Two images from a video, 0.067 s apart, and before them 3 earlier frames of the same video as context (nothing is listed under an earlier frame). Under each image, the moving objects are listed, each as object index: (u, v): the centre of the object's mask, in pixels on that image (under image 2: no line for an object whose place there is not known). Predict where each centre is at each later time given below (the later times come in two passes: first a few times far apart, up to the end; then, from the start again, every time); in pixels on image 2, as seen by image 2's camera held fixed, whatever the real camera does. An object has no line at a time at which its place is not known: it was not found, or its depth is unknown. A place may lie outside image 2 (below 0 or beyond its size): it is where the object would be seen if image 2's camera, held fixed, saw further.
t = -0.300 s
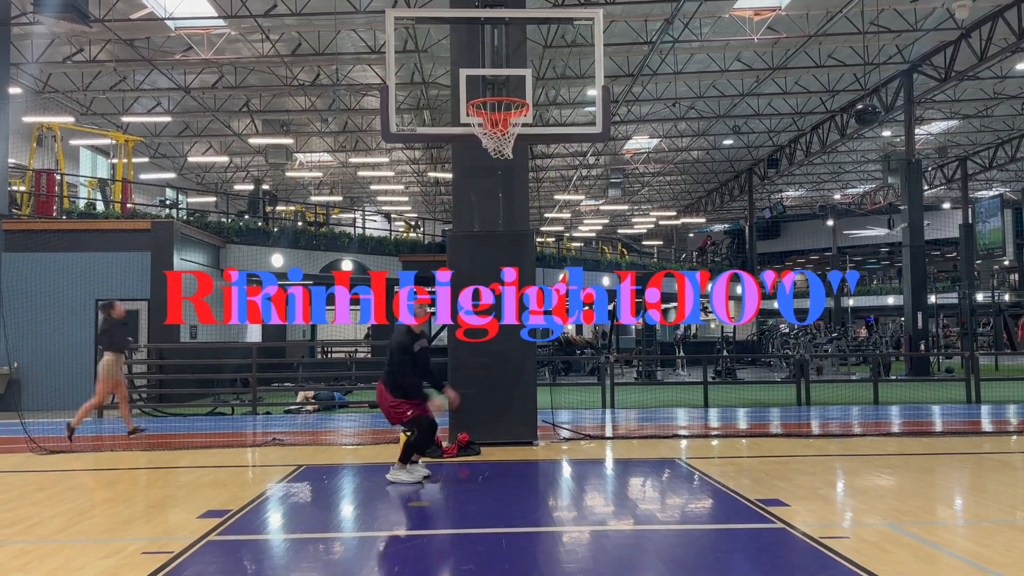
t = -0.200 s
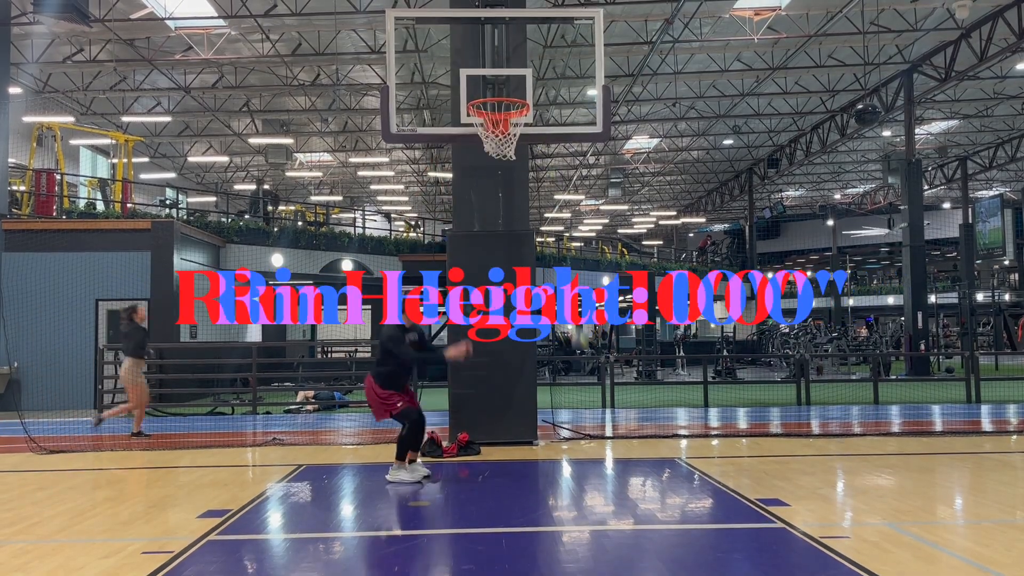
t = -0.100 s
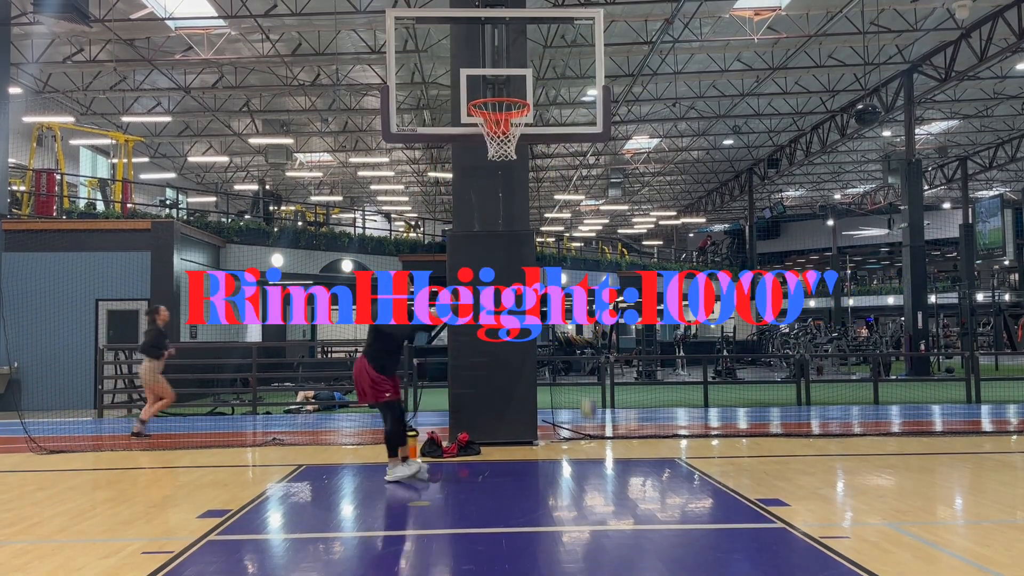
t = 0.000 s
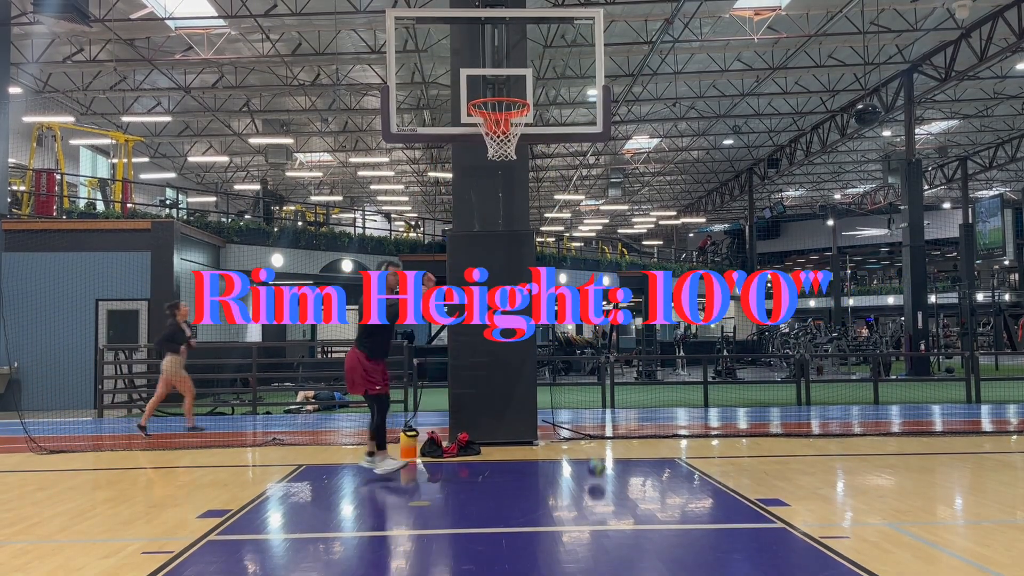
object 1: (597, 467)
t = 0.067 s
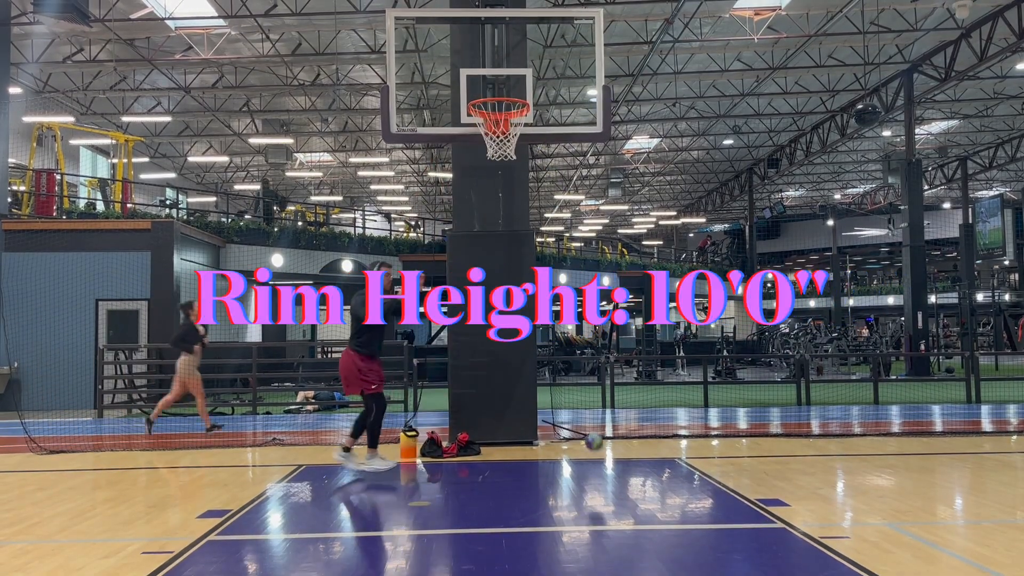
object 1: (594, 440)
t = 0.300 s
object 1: (588, 393)
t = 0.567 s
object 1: (583, 416)
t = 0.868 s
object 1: (583, 447)
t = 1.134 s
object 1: (585, 450)
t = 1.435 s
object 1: (589, 456)
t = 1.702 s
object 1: (593, 464)
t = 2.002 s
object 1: (594, 470)
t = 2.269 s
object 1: (592, 471)
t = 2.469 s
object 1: (590, 472)
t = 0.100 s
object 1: (593, 432)
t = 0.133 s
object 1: (592, 422)
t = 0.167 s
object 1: (591, 413)
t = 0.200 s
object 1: (590, 406)
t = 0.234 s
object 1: (589, 401)
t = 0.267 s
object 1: (589, 397)
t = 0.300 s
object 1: (588, 393)
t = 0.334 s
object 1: (587, 392)
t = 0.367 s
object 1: (587, 391)
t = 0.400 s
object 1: (586, 392)
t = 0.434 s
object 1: (585, 394)
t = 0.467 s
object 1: (585, 398)
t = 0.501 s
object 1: (584, 402)
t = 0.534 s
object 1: (584, 409)
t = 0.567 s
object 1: (583, 416)
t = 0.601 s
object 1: (583, 425)
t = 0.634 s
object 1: (583, 434)
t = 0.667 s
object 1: (583, 445)
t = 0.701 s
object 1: (583, 458)
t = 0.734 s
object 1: (581, 473)
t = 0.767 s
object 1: (581, 467)
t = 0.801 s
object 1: (583, 458)
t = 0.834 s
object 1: (583, 452)
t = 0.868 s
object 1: (583, 447)
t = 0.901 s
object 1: (583, 443)
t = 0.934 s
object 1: (583, 440)
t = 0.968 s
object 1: (583, 439)
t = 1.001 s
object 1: (584, 438)
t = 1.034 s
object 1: (584, 439)
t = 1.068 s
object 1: (584, 442)
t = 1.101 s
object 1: (585, 445)
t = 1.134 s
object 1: (585, 450)
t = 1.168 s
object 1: (586, 457)
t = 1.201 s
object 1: (586, 464)
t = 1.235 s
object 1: (586, 473)
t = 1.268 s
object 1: (586, 467)
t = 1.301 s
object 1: (587, 462)
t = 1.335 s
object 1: (588, 459)
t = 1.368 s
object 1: (588, 457)
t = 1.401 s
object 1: (589, 456)
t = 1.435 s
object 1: (589, 456)
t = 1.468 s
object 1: (590, 457)
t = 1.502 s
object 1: (590, 460)
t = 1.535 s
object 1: (591, 465)
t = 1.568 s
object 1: (591, 469)
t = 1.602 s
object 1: (592, 470)
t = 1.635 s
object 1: (592, 467)
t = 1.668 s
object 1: (593, 464)
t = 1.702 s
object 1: (593, 464)
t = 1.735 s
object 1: (593, 464)
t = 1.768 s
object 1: (593, 465)
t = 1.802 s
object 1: (593, 468)
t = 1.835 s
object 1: (594, 472)
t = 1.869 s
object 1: (594, 469)
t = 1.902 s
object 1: (594, 467)
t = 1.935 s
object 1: (594, 467)
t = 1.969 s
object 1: (594, 468)
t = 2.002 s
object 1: (594, 470)
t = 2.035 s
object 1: (594, 471)
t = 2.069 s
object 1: (594, 469)
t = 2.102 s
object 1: (594, 469)
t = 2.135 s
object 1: (593, 470)
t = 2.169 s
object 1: (593, 471)
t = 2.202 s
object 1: (593, 470)
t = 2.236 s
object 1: (593, 470)
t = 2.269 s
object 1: (592, 471)
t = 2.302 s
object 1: (592, 471)
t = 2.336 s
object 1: (592, 471)
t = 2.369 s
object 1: (591, 472)
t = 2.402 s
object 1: (591, 471)
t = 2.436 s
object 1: (591, 471)
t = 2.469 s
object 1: (590, 472)
